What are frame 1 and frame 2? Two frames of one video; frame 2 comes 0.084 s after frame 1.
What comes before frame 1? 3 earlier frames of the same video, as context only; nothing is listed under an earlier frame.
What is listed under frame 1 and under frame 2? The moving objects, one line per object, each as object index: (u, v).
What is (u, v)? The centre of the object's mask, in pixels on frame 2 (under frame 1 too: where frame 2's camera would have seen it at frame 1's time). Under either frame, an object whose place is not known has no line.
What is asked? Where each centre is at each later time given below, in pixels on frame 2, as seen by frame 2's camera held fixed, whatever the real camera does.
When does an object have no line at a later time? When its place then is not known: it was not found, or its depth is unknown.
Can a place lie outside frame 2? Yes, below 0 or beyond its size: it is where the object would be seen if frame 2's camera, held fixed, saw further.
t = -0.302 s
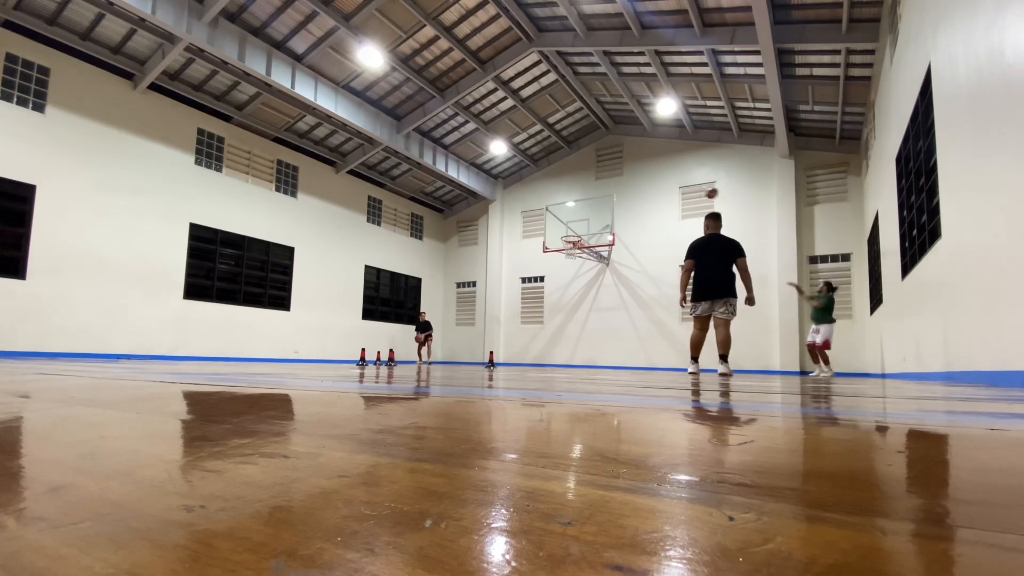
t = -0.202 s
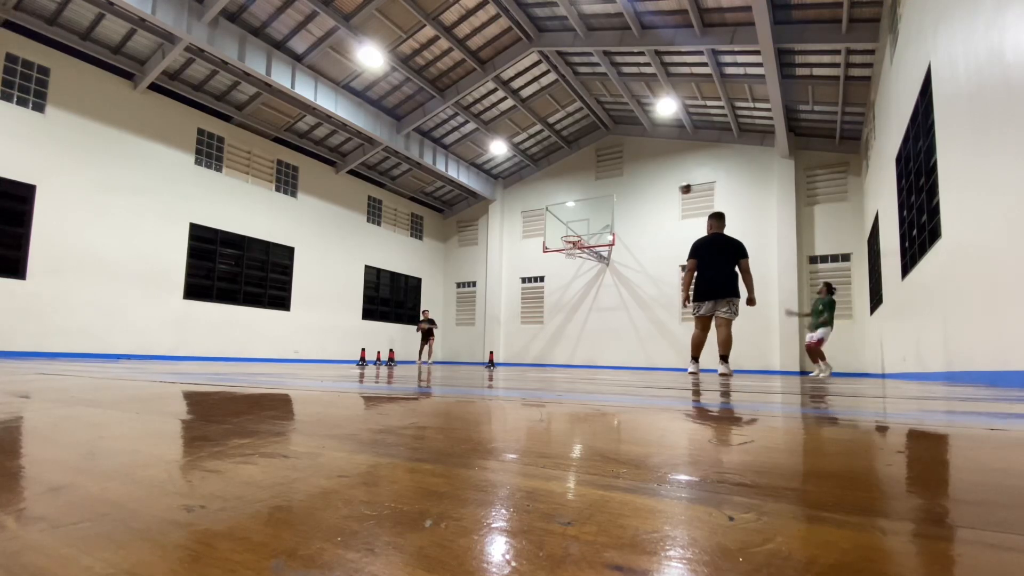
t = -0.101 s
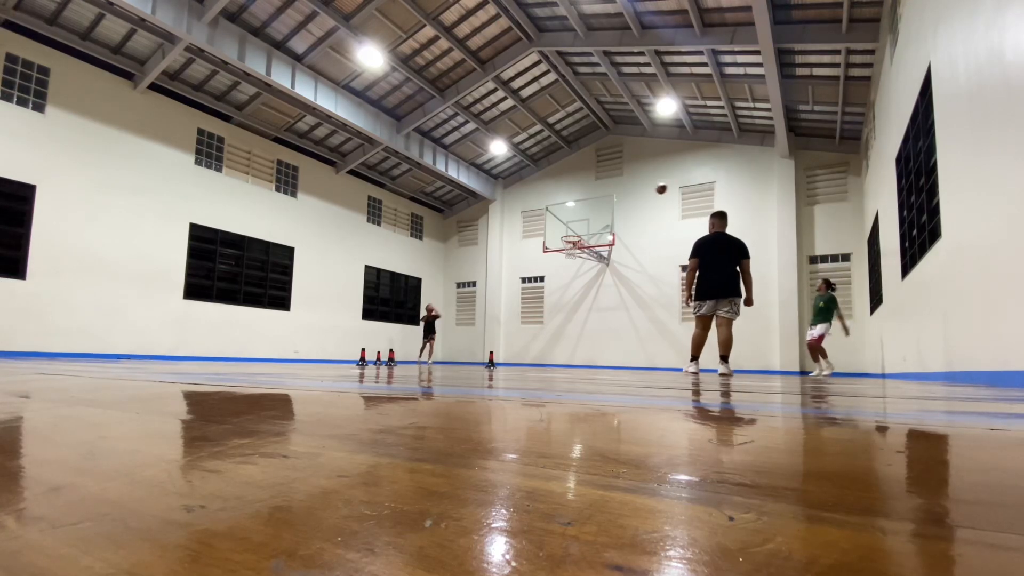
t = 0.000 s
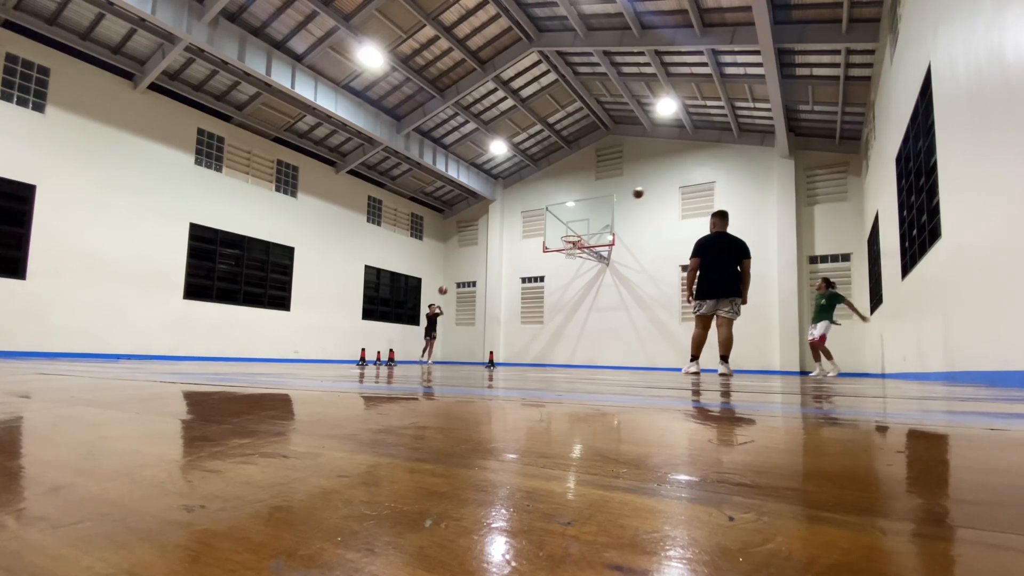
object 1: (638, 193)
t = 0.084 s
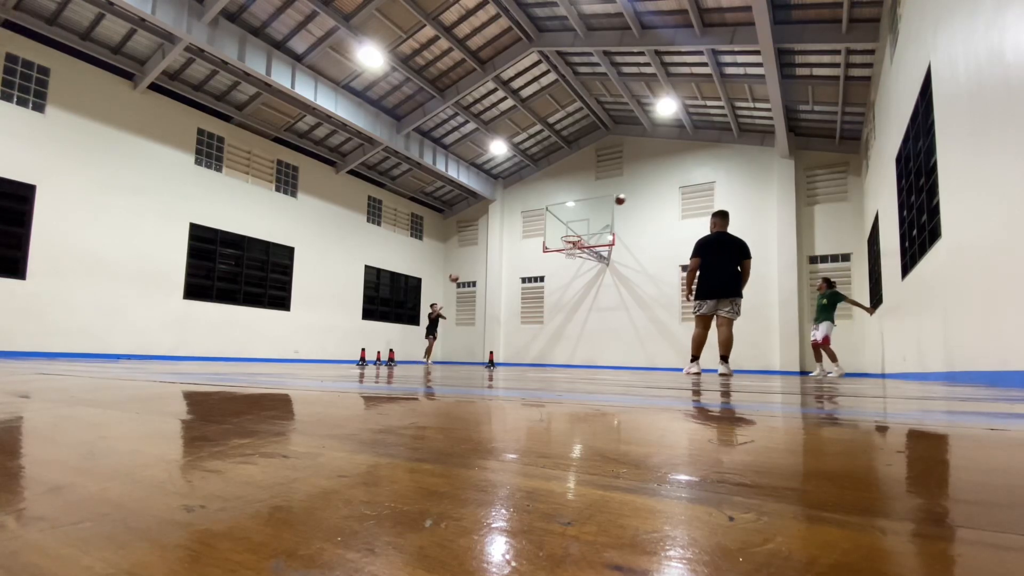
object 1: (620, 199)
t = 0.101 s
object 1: (616, 201)
